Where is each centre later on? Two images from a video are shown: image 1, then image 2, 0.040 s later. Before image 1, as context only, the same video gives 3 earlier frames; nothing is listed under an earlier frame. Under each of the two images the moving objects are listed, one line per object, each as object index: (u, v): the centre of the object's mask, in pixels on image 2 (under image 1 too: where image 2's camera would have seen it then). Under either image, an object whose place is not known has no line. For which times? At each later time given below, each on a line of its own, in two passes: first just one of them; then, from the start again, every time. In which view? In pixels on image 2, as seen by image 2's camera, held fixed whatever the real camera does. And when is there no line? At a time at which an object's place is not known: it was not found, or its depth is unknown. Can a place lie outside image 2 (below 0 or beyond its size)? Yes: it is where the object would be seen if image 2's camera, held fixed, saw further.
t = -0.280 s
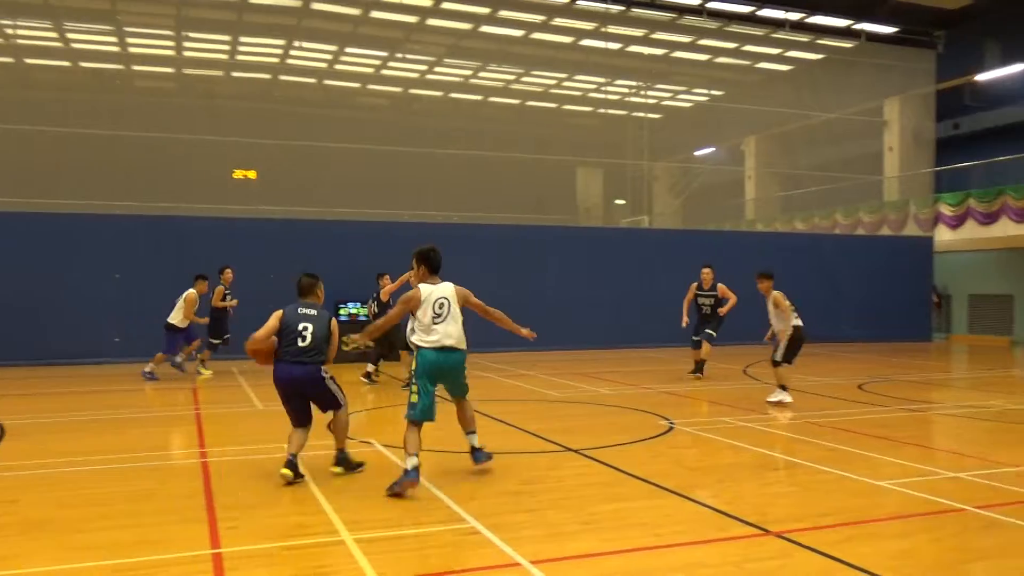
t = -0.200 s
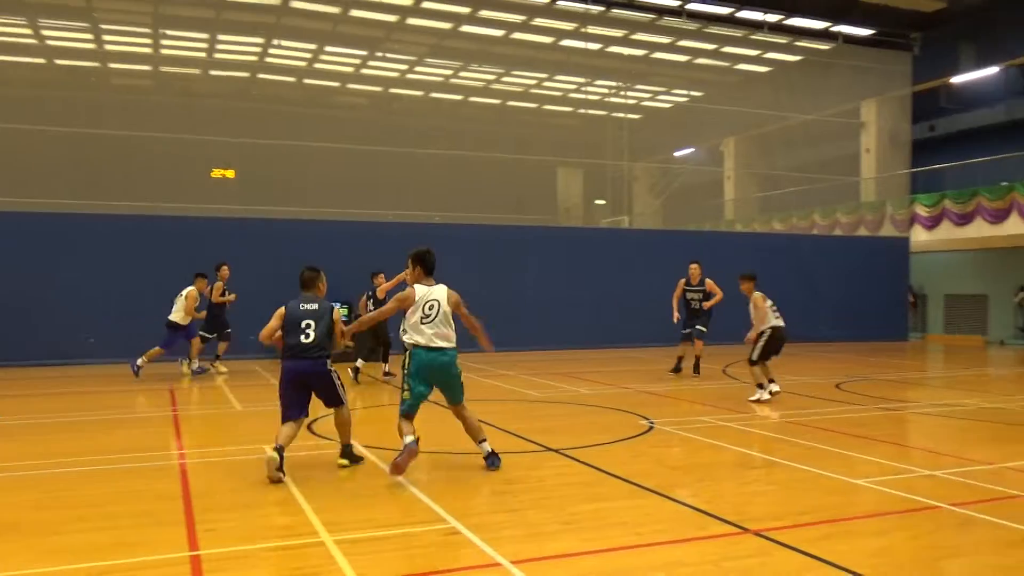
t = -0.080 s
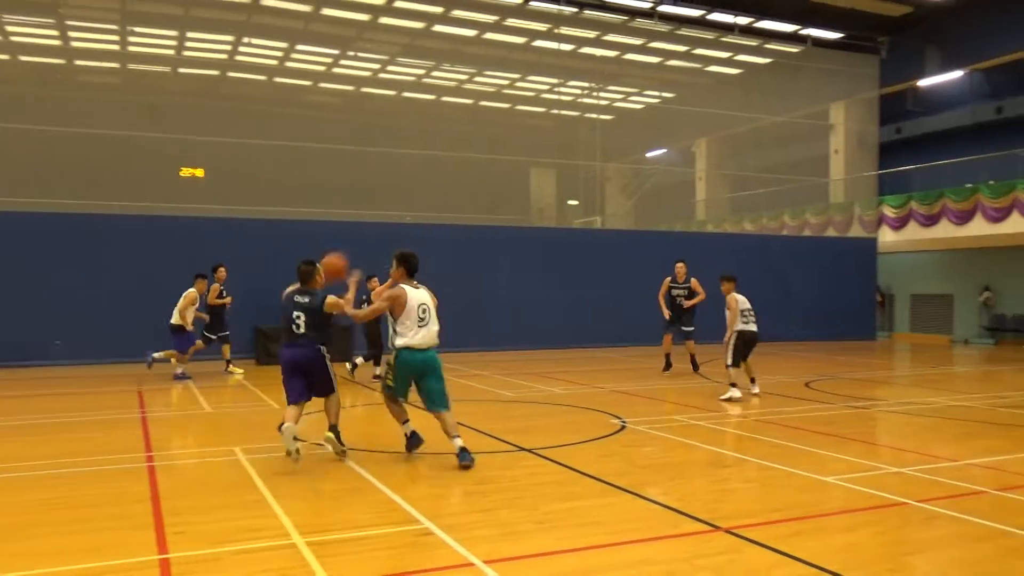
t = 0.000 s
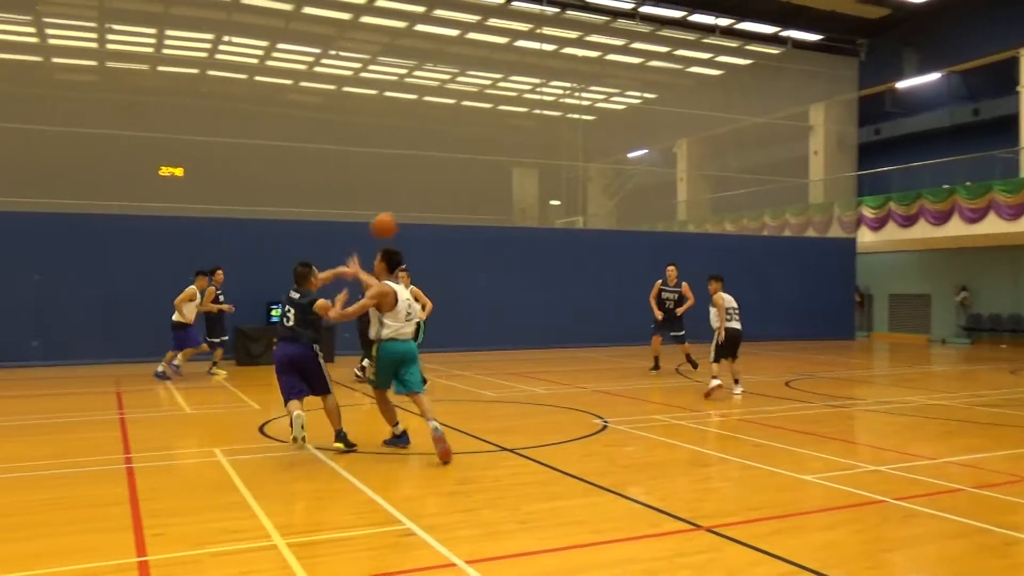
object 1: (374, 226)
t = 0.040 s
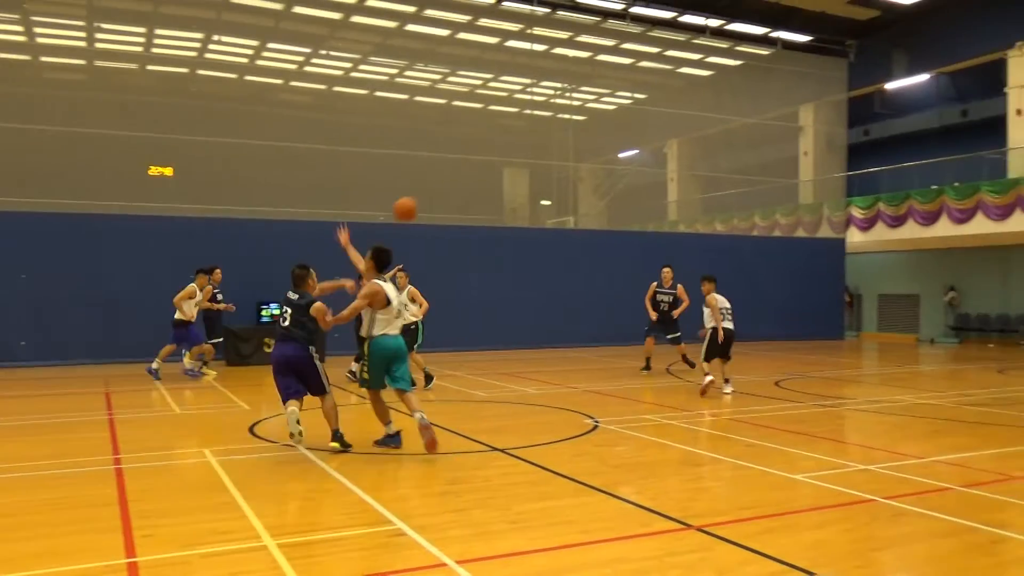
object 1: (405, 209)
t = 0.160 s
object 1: (484, 175)
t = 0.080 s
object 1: (434, 195)
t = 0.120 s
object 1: (461, 184)
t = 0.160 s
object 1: (484, 175)
